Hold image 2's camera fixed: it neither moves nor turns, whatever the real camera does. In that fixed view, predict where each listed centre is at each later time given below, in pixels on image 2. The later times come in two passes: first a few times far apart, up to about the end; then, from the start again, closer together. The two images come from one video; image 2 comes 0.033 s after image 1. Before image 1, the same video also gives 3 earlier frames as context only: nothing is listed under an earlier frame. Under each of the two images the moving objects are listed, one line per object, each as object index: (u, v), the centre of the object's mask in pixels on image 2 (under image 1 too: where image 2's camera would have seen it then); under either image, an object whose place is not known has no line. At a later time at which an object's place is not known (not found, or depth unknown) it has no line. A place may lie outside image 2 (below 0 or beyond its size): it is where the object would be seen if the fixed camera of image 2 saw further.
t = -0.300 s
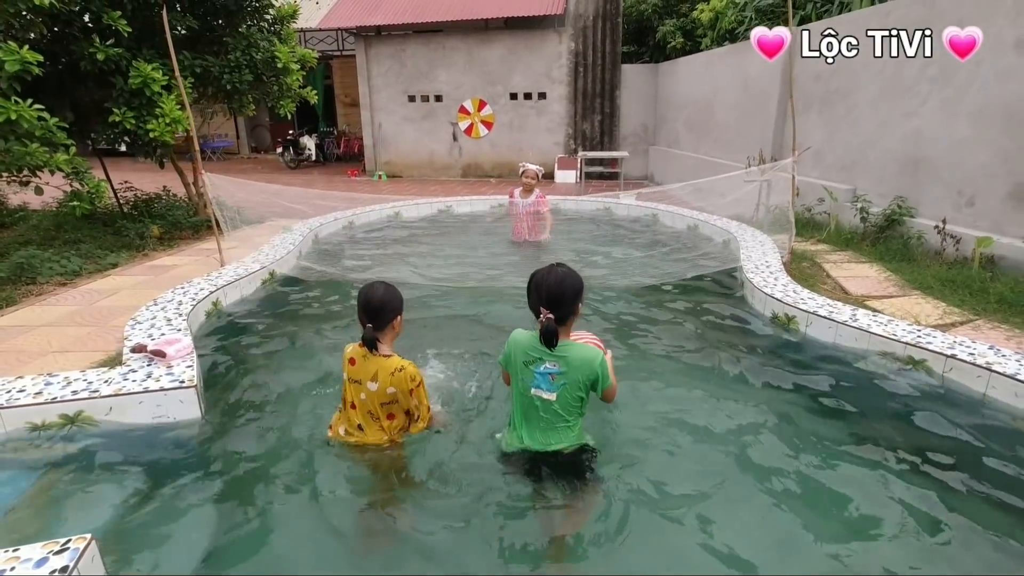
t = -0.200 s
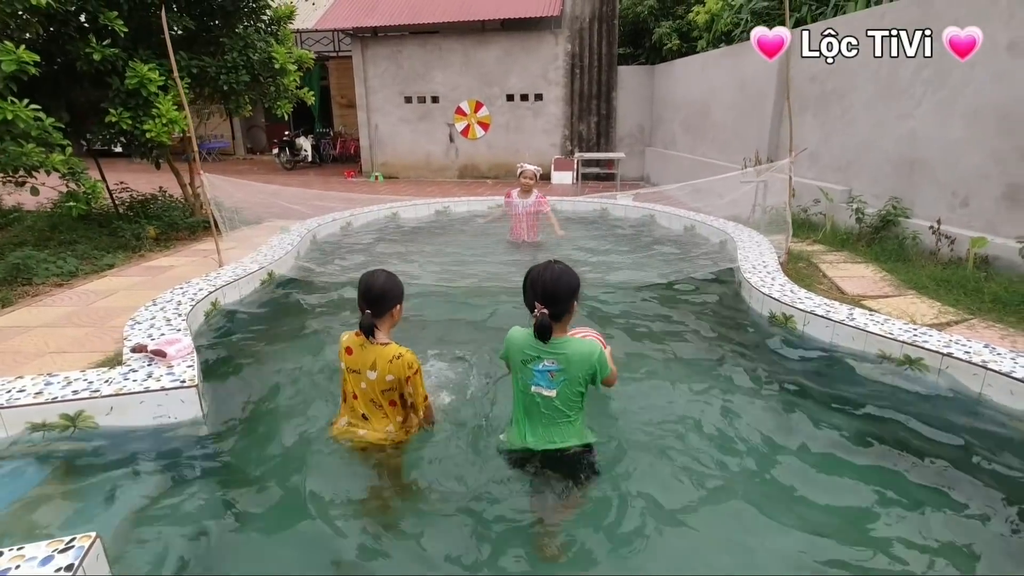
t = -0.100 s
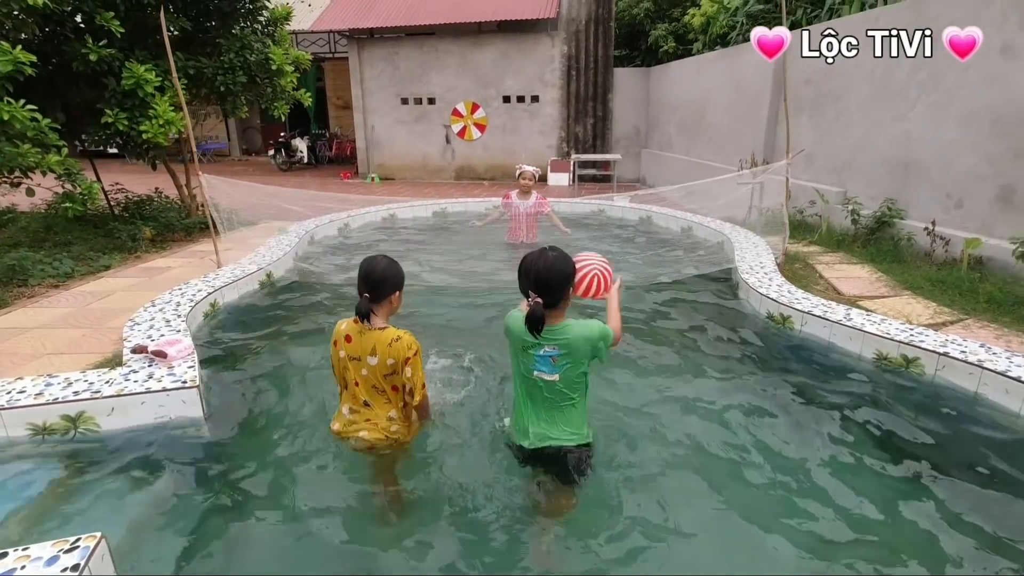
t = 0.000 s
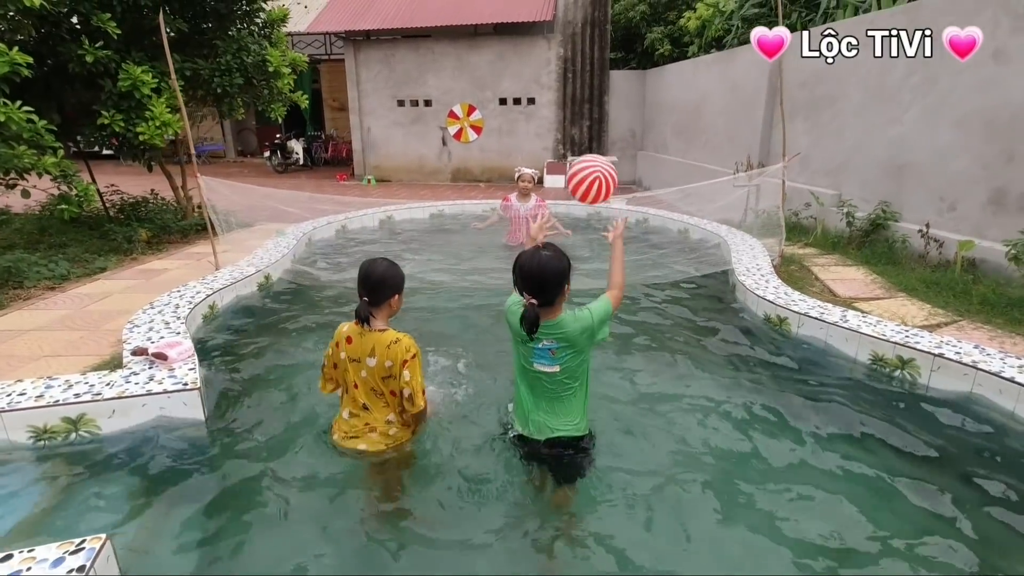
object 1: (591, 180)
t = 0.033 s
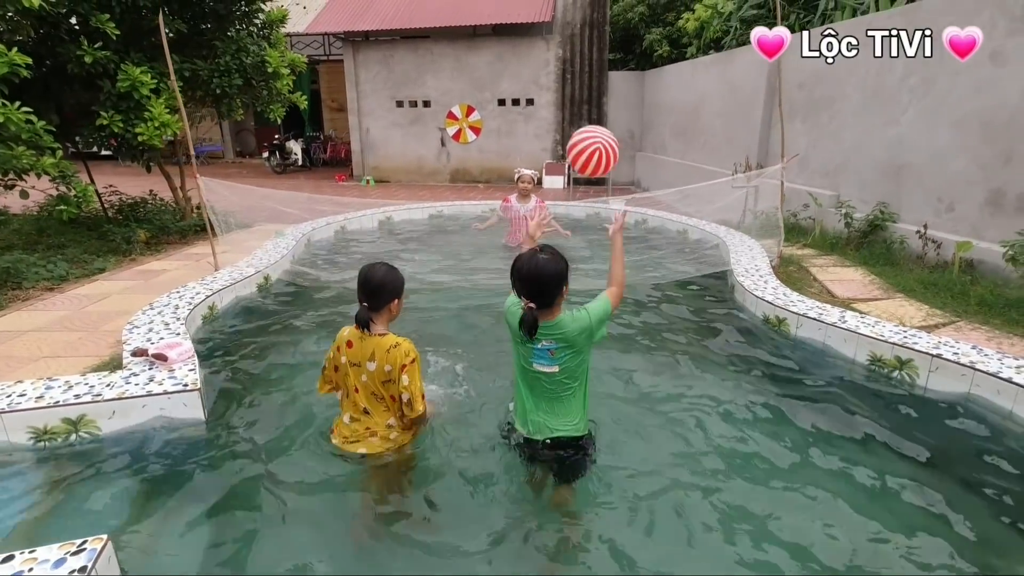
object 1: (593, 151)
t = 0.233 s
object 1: (603, 25)
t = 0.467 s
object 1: (607, 15)
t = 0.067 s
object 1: (595, 125)
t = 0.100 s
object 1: (596, 100)
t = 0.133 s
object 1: (598, 77)
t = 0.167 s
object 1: (600, 57)
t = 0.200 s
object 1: (601, 40)
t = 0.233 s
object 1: (603, 25)
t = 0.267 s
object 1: (604, 16)
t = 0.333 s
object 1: (605, 8)
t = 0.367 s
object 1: (605, 6)
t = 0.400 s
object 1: (606, 6)
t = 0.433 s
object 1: (606, 8)
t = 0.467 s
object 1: (607, 15)
